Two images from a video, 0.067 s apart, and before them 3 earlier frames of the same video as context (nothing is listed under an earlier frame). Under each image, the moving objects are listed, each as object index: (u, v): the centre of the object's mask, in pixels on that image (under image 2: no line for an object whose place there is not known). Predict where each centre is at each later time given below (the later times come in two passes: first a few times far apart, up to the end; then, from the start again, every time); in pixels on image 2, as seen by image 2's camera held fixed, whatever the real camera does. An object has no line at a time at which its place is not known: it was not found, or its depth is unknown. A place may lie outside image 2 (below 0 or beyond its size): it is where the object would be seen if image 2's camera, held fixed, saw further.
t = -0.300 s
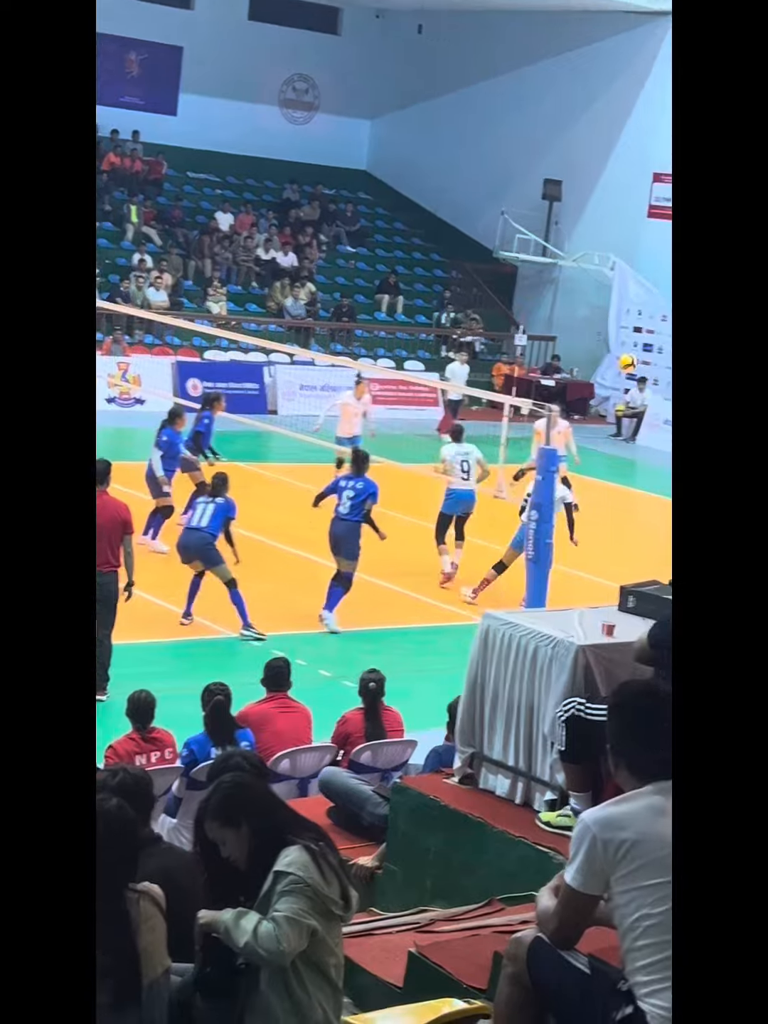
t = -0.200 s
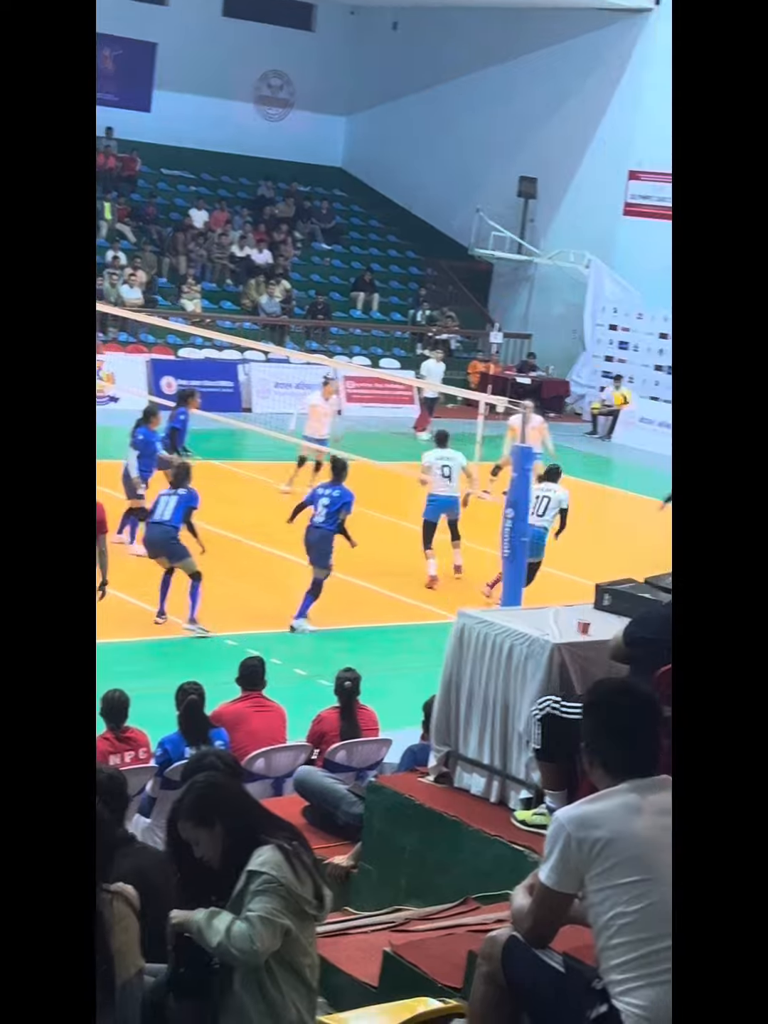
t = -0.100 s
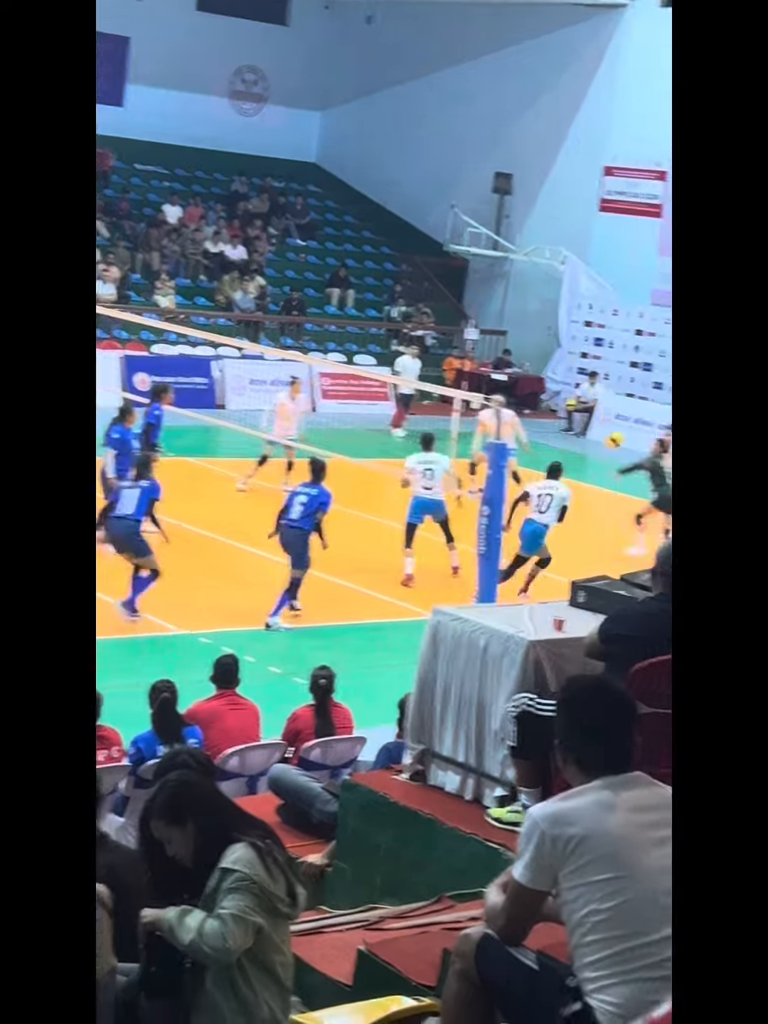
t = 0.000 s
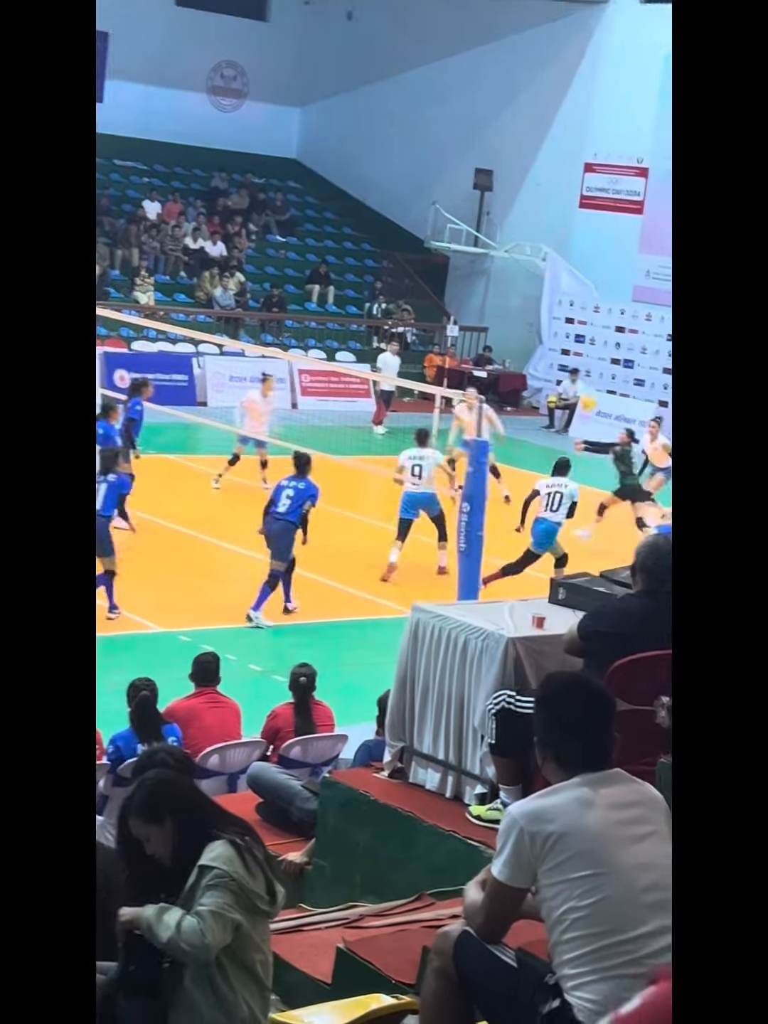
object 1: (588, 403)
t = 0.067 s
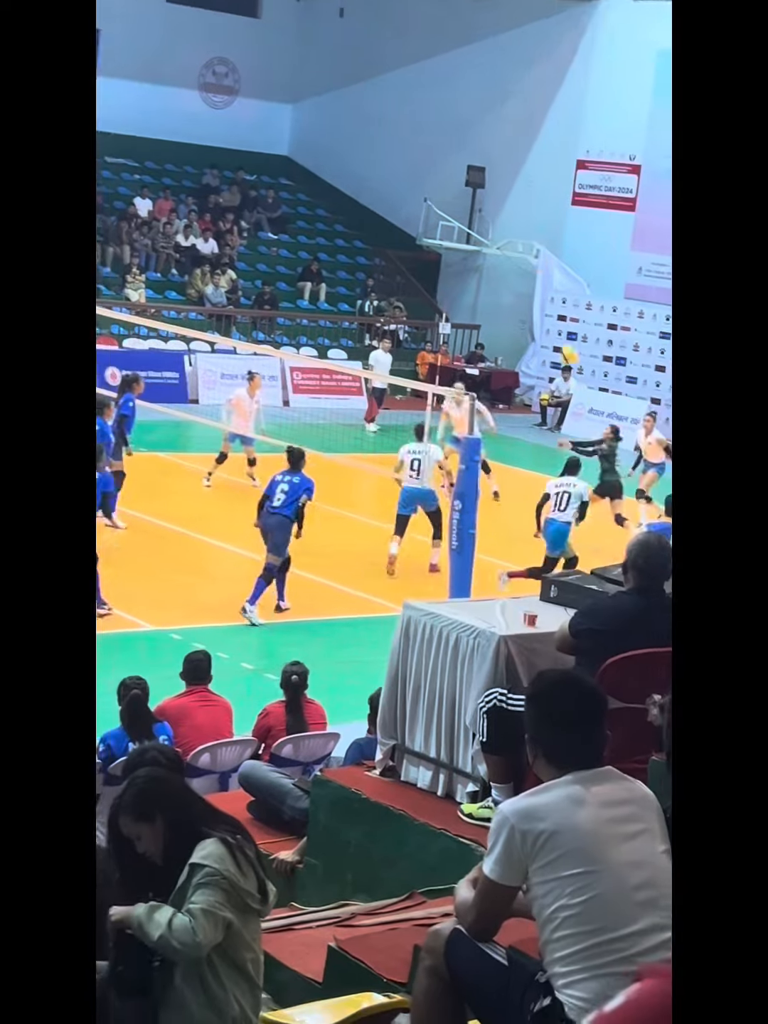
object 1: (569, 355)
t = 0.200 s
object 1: (541, 276)
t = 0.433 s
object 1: (495, 178)
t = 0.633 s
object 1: (455, 132)
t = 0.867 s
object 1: (409, 121)
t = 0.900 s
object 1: (401, 123)
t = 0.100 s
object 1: (563, 334)
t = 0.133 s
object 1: (557, 315)
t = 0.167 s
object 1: (548, 294)
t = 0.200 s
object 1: (541, 276)
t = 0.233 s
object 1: (533, 259)
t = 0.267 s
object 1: (526, 243)
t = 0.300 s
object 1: (521, 228)
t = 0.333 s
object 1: (514, 214)
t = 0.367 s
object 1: (508, 201)
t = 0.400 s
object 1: (501, 188)
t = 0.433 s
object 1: (495, 178)
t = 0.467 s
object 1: (488, 168)
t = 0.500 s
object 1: (482, 159)
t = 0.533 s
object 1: (475, 151)
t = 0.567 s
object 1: (469, 143)
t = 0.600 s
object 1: (462, 137)
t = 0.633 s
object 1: (455, 132)
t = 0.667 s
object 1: (449, 127)
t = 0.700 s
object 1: (443, 124)
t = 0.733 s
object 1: (436, 121)
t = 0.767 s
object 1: (429, 120)
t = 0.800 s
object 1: (422, 119)
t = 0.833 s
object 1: (416, 120)
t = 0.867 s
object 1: (409, 121)
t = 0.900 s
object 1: (401, 123)
